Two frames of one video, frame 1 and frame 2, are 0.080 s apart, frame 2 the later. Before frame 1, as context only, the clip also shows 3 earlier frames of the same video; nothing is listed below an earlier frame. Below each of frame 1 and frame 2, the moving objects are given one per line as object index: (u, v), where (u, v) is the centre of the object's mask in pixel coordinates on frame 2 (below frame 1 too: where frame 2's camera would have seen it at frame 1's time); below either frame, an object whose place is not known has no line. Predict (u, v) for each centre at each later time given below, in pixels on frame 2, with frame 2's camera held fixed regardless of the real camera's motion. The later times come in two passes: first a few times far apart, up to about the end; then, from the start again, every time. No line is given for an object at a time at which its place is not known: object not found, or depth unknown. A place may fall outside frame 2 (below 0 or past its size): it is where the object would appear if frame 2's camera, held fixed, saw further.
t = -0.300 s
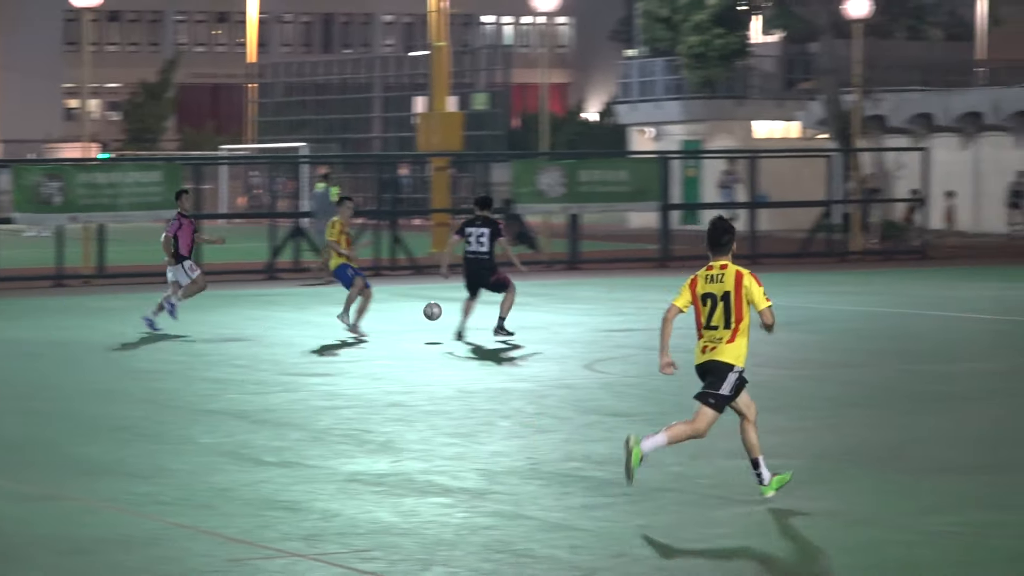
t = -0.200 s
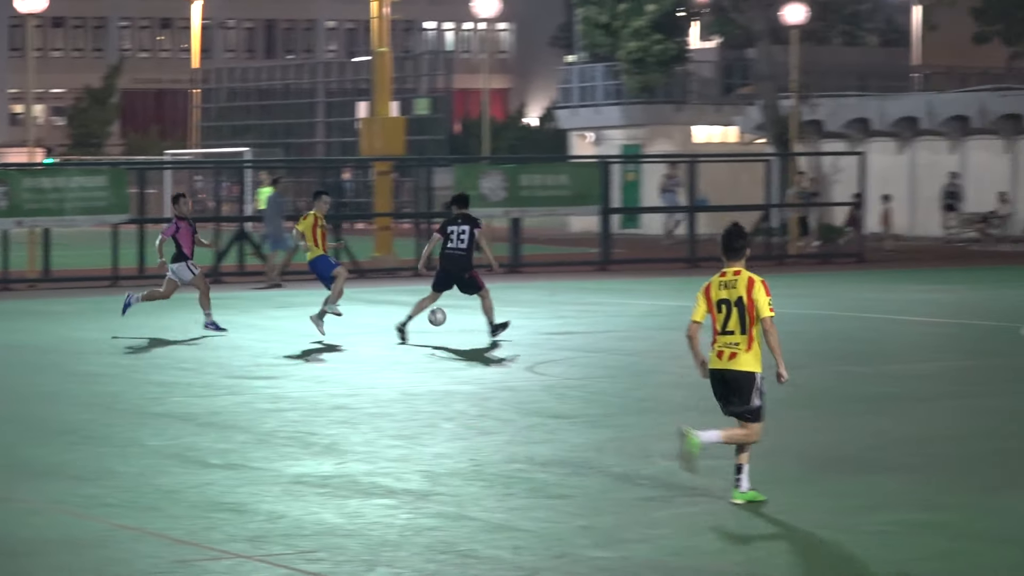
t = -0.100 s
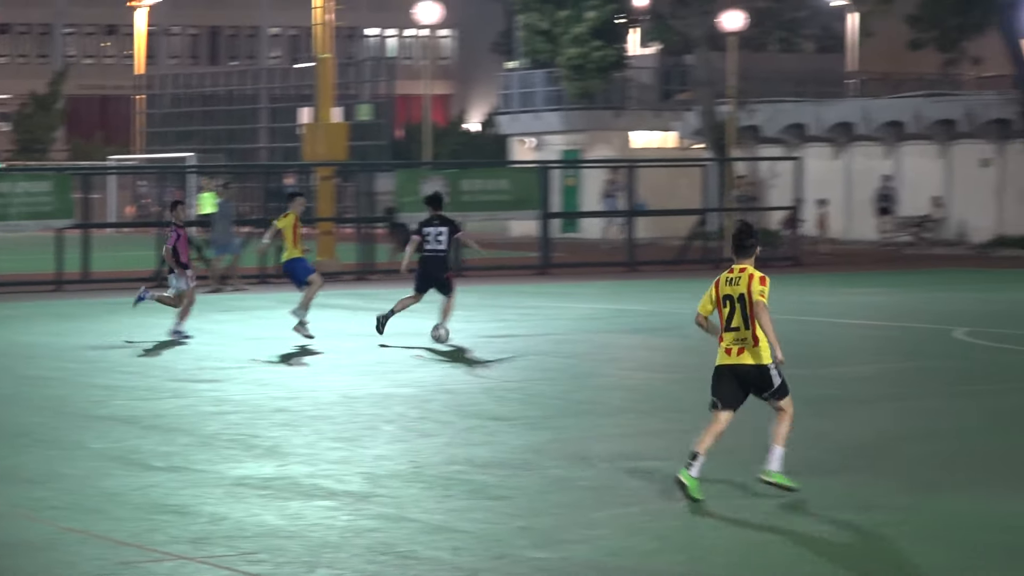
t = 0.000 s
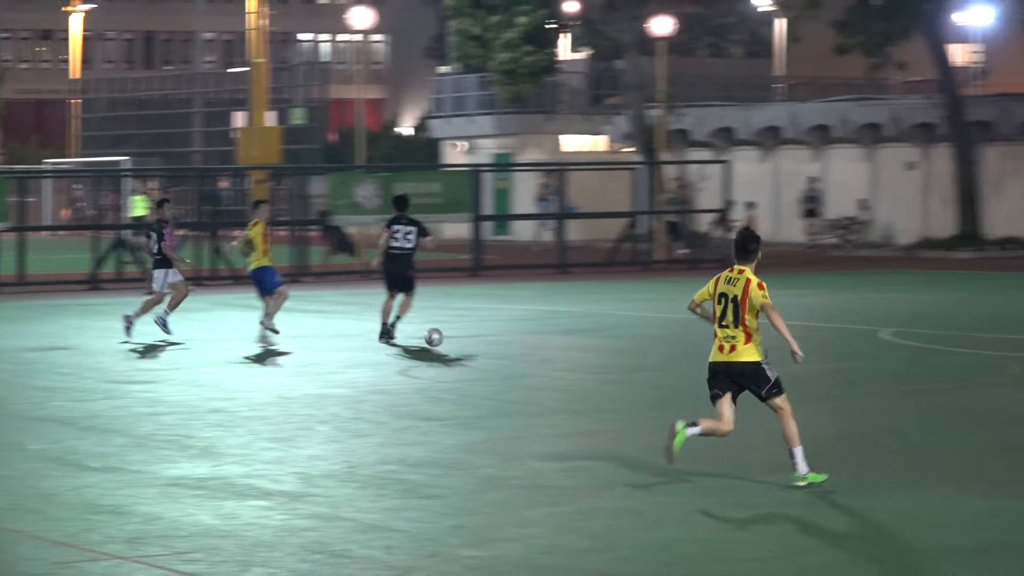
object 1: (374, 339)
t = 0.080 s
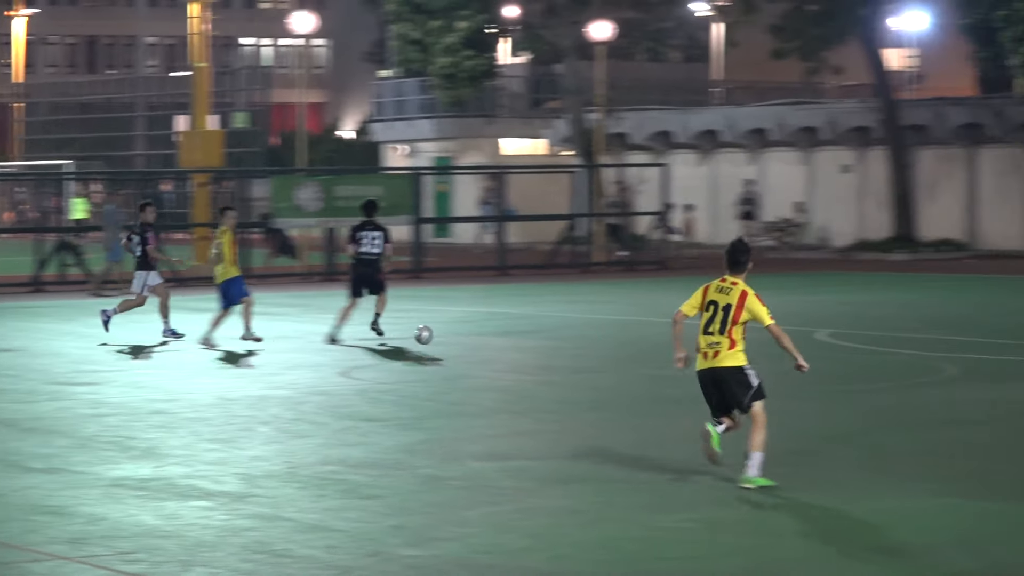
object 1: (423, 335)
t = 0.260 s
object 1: (535, 350)
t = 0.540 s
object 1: (718, 359)
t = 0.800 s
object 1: (891, 363)
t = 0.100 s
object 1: (436, 334)
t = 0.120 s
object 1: (448, 335)
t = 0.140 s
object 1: (461, 336)
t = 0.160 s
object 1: (473, 337)
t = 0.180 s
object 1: (486, 339)
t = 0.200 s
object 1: (497, 341)
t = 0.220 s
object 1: (510, 344)
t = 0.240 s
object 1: (523, 347)
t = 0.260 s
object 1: (535, 350)
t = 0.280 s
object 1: (547, 349)
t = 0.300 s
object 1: (560, 348)
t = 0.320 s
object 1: (573, 346)
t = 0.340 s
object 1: (586, 345)
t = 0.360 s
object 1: (598, 345)
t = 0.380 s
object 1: (611, 344)
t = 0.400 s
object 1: (624, 344)
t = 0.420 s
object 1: (637, 345)
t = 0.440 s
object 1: (651, 346)
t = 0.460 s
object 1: (664, 348)
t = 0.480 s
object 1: (678, 350)
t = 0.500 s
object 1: (691, 352)
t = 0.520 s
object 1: (705, 355)
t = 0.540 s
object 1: (718, 359)
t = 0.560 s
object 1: (731, 361)
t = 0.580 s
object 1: (745, 358)
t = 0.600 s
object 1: (760, 357)
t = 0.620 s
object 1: (773, 356)
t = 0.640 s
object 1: (786, 354)
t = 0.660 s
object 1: (798, 353)
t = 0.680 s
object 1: (812, 353)
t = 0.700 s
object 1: (826, 353)
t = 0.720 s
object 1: (837, 354)
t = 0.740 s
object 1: (851, 355)
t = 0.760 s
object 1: (864, 357)
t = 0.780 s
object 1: (878, 359)
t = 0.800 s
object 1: (891, 363)
